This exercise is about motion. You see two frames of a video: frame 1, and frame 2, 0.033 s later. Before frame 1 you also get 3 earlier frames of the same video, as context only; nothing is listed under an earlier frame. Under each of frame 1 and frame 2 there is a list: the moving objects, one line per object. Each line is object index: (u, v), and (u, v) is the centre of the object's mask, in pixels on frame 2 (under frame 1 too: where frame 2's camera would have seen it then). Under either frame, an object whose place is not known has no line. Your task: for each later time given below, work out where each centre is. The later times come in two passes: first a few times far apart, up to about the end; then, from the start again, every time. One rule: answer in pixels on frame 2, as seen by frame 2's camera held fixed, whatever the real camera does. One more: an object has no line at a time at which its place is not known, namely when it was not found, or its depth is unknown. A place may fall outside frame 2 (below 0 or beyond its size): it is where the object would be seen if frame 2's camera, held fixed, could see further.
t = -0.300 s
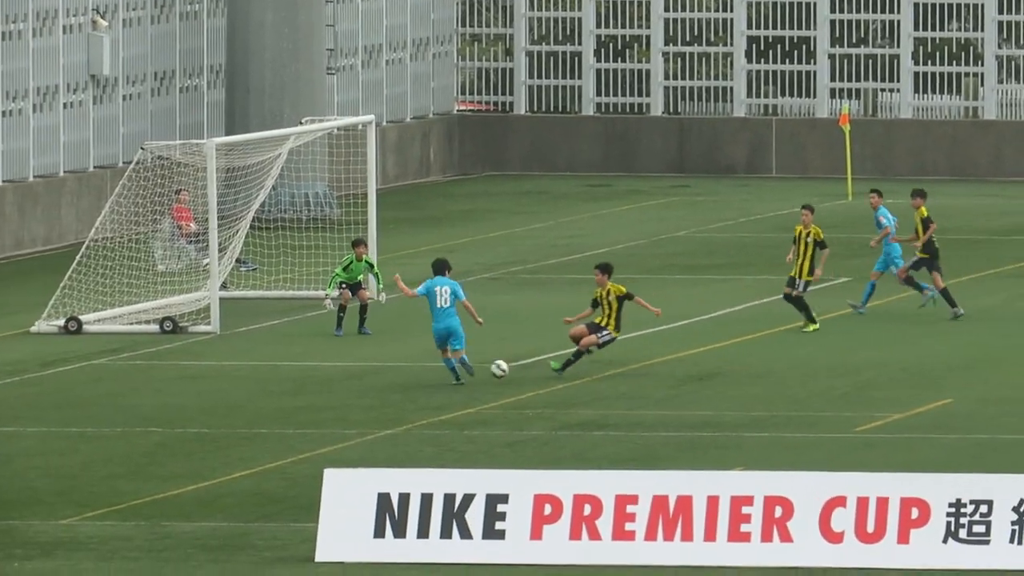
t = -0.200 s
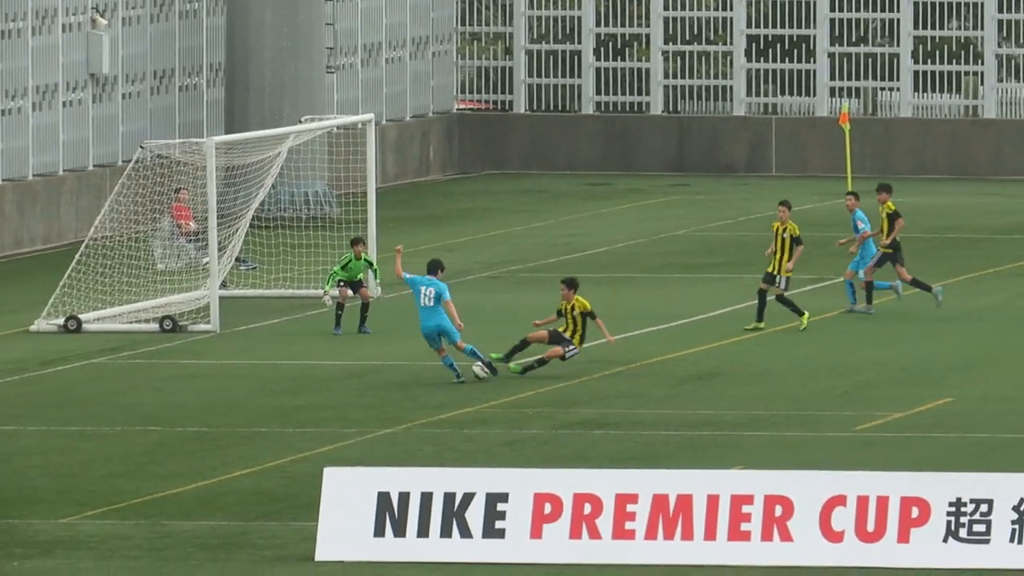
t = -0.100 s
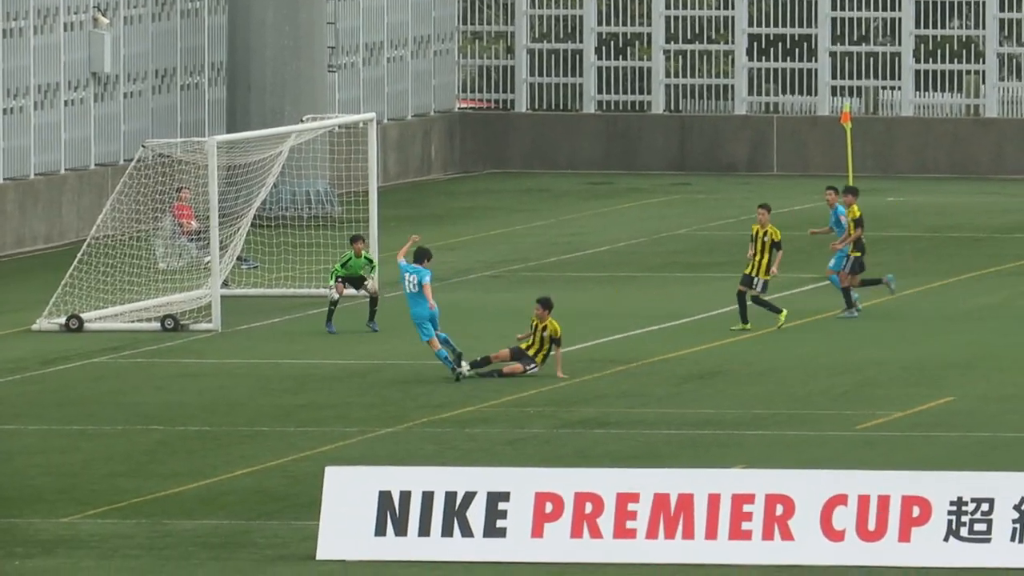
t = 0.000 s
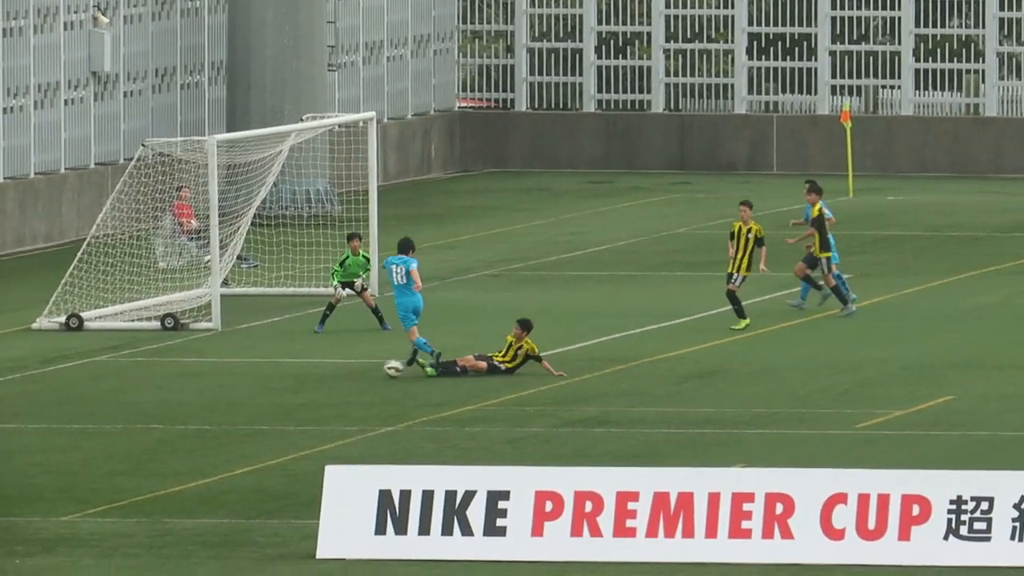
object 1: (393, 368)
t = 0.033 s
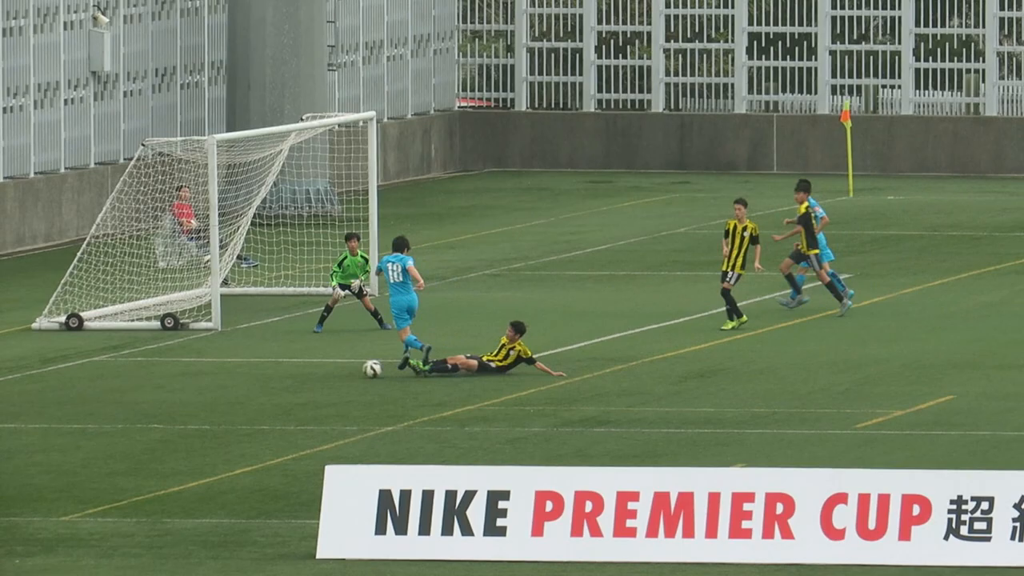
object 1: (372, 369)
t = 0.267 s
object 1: (246, 366)
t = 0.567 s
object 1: (126, 365)
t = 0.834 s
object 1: (42, 366)
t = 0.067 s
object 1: (354, 365)
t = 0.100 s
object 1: (336, 363)
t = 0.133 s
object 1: (318, 362)
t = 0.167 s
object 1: (300, 362)
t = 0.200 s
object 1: (282, 362)
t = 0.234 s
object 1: (264, 364)
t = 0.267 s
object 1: (246, 366)
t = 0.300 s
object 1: (230, 368)
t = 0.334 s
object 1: (216, 365)
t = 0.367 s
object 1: (203, 364)
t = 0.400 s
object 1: (190, 363)
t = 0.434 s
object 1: (176, 363)
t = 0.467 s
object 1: (163, 364)
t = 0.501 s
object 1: (150, 365)
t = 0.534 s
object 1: (137, 367)
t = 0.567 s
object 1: (126, 365)
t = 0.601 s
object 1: (116, 362)
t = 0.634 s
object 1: (106, 359)
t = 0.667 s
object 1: (94, 358)
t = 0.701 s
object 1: (84, 358)
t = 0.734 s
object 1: (74, 359)
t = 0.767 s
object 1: (64, 360)
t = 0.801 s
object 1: (53, 363)
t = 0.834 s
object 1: (42, 366)
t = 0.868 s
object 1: (32, 363)
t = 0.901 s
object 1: (22, 360)
